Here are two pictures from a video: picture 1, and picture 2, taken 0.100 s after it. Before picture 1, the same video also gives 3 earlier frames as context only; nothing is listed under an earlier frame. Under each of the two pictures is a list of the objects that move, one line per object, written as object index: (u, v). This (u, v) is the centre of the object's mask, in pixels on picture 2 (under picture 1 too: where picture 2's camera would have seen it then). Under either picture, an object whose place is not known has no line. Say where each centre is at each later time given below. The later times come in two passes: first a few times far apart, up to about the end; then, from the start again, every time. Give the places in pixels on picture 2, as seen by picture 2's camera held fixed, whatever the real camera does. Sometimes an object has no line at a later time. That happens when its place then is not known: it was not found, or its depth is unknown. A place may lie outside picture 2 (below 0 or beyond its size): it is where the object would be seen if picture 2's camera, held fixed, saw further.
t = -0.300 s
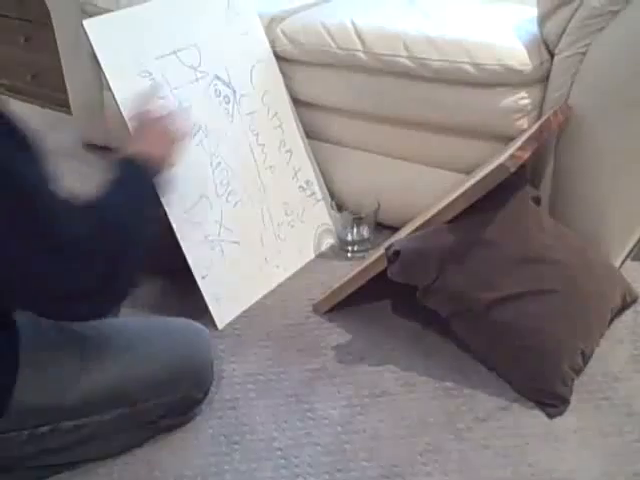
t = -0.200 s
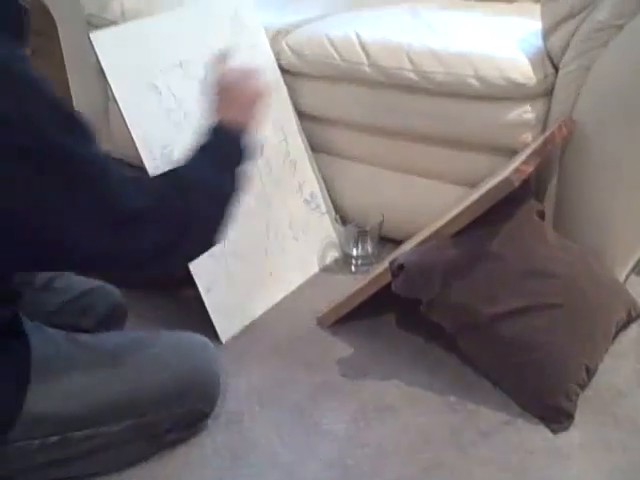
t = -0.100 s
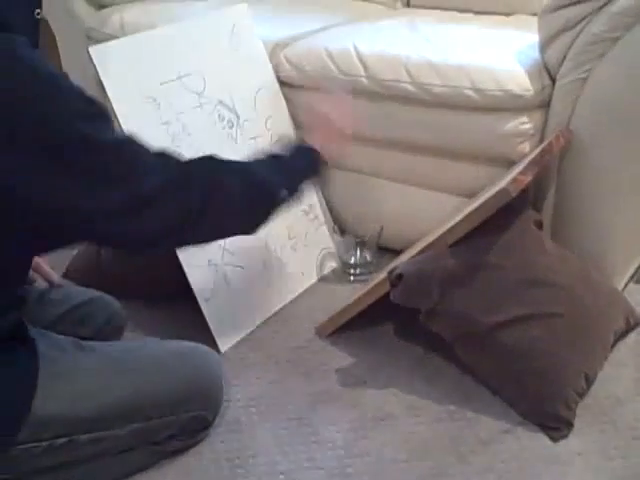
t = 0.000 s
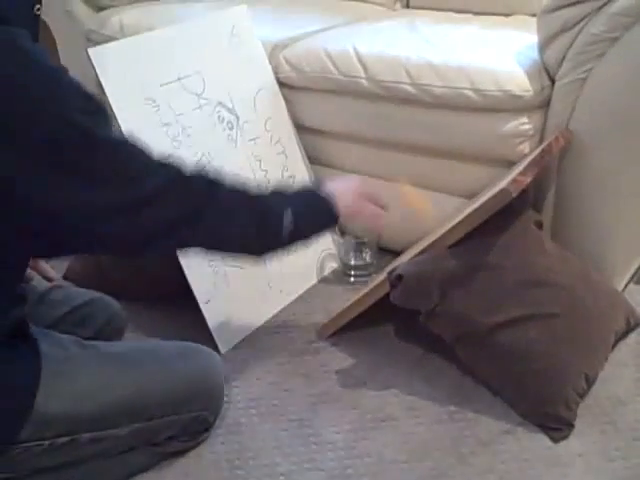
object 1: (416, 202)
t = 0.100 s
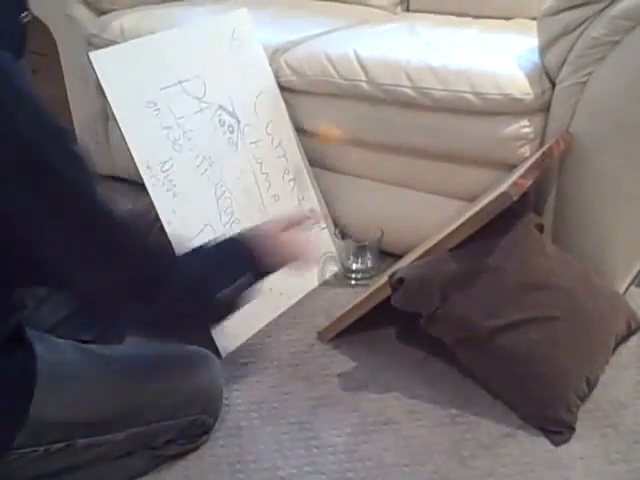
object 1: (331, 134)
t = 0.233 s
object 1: (318, 99)
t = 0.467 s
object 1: (370, 223)
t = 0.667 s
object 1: (419, 184)
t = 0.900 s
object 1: (380, 211)
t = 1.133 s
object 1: (364, 247)
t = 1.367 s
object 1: (351, 249)
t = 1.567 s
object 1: (363, 254)
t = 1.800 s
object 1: (357, 250)
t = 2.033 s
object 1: (355, 250)
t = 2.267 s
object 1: (355, 250)
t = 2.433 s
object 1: (354, 250)
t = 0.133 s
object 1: (304, 124)
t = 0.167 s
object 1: (298, 113)
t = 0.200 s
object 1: (308, 103)
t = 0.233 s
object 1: (318, 99)
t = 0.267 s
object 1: (327, 102)
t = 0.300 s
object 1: (337, 107)
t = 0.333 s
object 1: (346, 118)
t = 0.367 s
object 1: (353, 138)
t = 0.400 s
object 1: (358, 161)
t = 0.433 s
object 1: (368, 198)
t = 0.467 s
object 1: (370, 223)
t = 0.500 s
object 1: (353, 224)
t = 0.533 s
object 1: (357, 210)
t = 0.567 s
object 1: (375, 195)
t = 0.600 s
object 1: (391, 185)
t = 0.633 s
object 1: (406, 181)
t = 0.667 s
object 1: (419, 184)
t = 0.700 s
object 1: (436, 192)
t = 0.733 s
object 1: (450, 201)
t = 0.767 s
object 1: (438, 197)
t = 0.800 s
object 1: (424, 193)
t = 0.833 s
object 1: (411, 196)
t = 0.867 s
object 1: (396, 200)
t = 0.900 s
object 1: (380, 211)
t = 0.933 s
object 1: (360, 224)
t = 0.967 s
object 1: (349, 232)
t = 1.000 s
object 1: (359, 245)
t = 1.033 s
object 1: (366, 245)
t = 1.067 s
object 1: (356, 244)
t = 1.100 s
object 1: (352, 247)
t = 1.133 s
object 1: (364, 247)
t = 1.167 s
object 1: (367, 245)
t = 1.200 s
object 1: (358, 244)
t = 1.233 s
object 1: (353, 249)
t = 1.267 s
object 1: (360, 254)
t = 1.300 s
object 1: (366, 248)
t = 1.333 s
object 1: (358, 245)
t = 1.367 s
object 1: (351, 249)
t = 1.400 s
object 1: (357, 255)
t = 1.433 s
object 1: (365, 257)
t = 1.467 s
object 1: (366, 256)
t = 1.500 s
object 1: (365, 255)
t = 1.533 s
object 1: (364, 254)
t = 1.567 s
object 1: (363, 254)
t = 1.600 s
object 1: (362, 251)
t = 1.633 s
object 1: (361, 251)
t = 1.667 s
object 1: (360, 251)
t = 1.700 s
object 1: (359, 251)
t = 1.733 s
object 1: (358, 250)
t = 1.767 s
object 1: (357, 250)
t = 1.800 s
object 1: (357, 250)
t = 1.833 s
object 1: (356, 250)
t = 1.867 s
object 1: (355, 250)
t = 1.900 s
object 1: (355, 250)
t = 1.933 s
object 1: (355, 250)
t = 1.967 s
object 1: (355, 250)
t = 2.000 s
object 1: (355, 250)
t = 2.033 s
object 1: (355, 250)
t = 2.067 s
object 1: (355, 250)
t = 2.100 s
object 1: (355, 250)
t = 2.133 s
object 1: (354, 249)
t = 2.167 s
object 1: (354, 249)
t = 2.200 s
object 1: (354, 250)
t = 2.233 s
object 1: (355, 250)
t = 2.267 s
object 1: (355, 250)
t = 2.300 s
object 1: (355, 250)
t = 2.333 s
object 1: (354, 250)
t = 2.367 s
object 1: (355, 250)
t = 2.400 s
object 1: (354, 250)
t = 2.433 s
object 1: (354, 250)
